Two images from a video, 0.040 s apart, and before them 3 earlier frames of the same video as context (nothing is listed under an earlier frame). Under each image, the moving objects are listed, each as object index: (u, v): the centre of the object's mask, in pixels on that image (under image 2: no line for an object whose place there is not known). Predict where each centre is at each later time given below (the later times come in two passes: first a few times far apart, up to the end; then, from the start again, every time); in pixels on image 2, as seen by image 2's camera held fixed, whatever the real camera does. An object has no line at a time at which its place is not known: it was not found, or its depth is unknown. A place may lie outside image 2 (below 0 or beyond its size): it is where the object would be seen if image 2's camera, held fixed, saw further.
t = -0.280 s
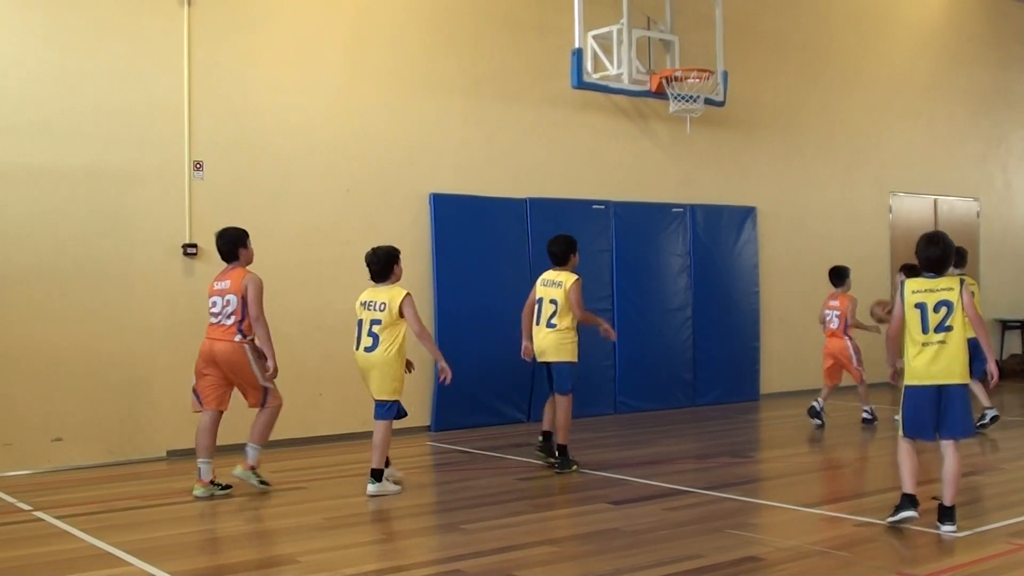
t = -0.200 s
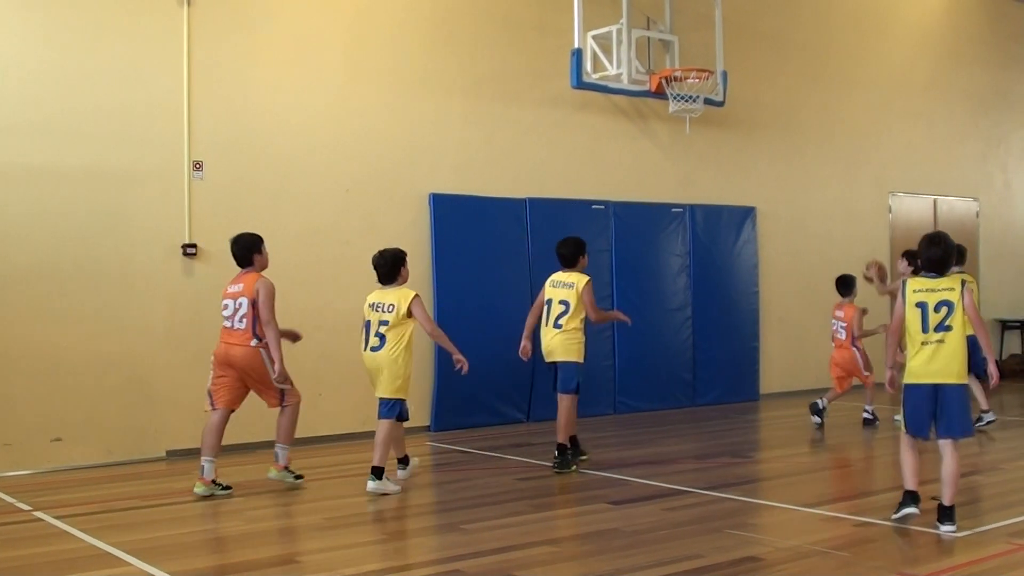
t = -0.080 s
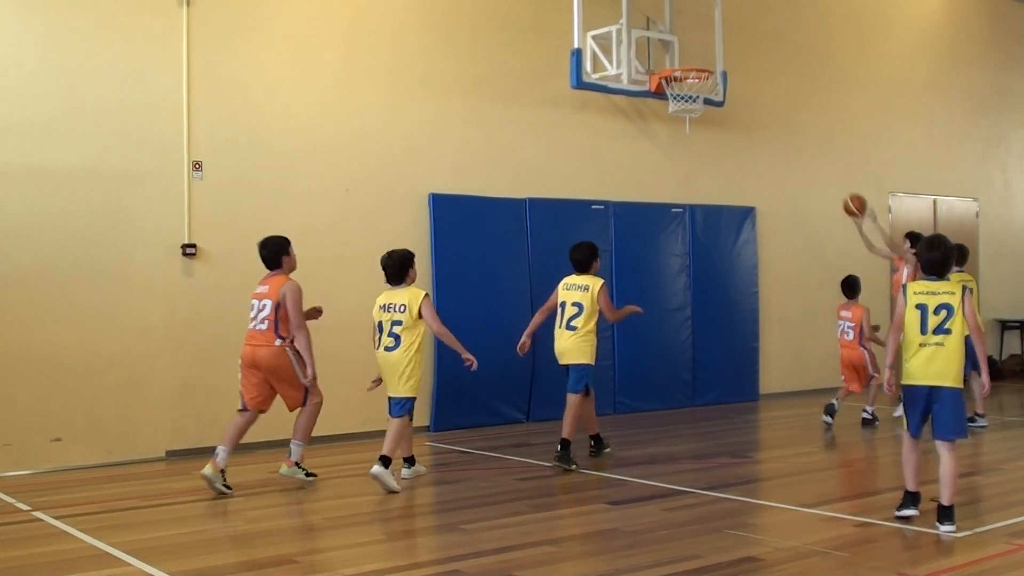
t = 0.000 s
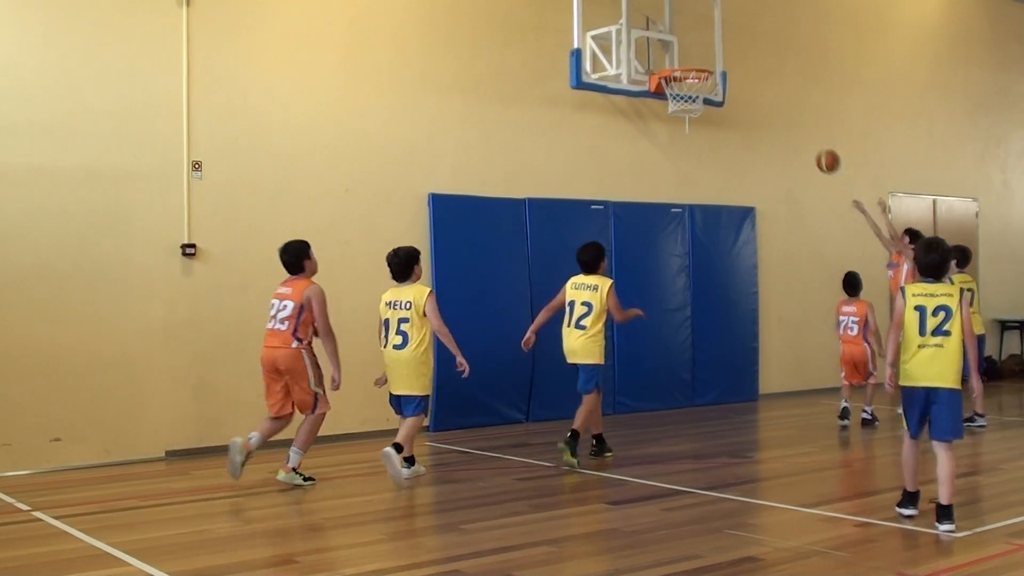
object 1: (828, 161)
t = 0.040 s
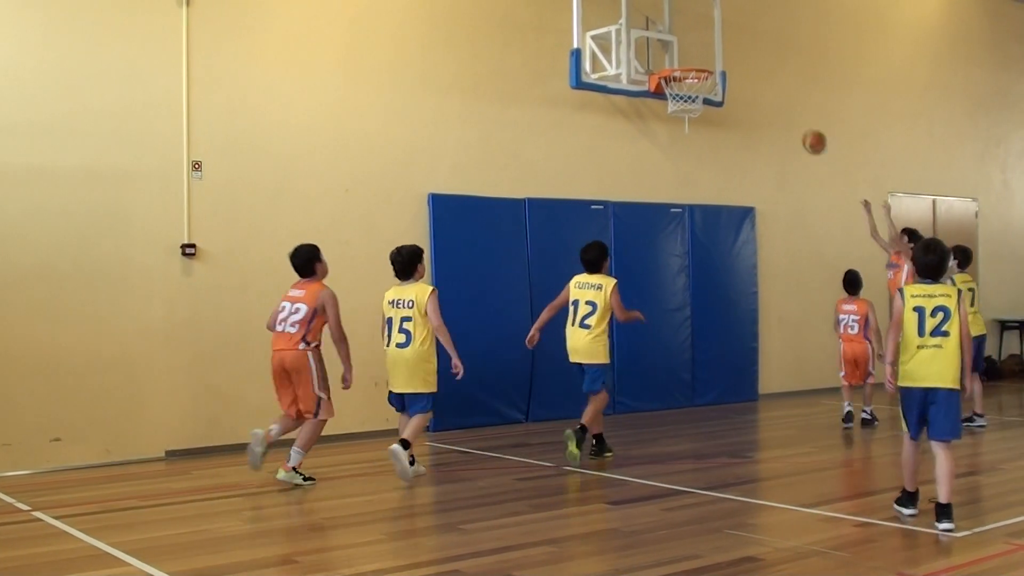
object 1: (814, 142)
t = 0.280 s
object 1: (735, 62)
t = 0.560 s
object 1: (693, 49)
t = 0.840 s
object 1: (688, 94)
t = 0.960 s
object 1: (685, 112)
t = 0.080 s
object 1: (801, 124)
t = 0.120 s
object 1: (788, 109)
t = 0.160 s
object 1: (775, 94)
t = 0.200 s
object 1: (761, 82)
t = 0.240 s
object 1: (748, 71)
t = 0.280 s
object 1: (735, 62)
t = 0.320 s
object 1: (722, 55)
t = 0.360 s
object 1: (709, 50)
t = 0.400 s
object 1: (696, 46)
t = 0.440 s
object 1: (694, 44)
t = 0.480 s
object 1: (694, 44)
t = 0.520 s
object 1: (693, 46)
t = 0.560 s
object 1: (693, 49)
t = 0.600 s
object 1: (693, 54)
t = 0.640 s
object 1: (692, 59)
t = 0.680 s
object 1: (693, 63)
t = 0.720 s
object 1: (692, 81)
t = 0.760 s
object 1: (691, 87)
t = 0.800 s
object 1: (691, 92)
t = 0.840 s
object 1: (688, 94)
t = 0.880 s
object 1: (687, 103)
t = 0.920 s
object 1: (686, 107)
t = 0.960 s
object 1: (685, 112)
